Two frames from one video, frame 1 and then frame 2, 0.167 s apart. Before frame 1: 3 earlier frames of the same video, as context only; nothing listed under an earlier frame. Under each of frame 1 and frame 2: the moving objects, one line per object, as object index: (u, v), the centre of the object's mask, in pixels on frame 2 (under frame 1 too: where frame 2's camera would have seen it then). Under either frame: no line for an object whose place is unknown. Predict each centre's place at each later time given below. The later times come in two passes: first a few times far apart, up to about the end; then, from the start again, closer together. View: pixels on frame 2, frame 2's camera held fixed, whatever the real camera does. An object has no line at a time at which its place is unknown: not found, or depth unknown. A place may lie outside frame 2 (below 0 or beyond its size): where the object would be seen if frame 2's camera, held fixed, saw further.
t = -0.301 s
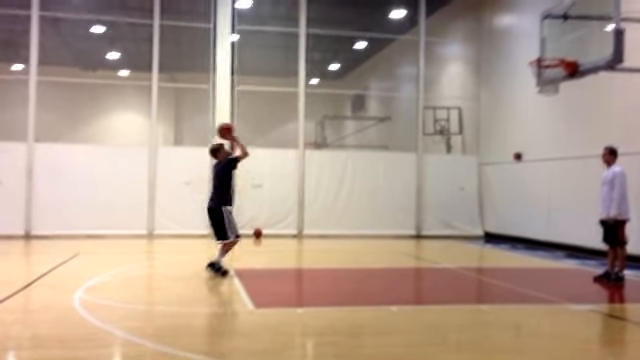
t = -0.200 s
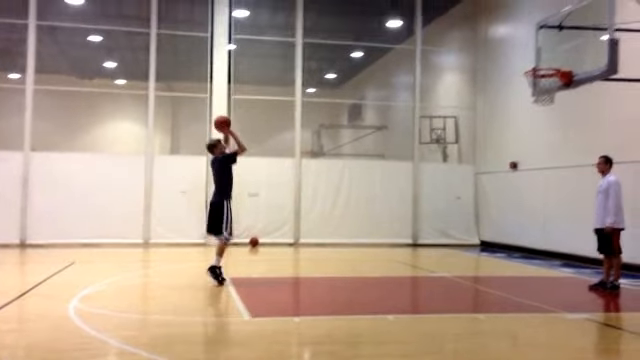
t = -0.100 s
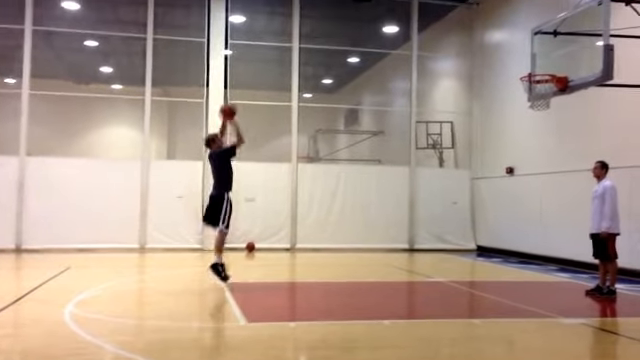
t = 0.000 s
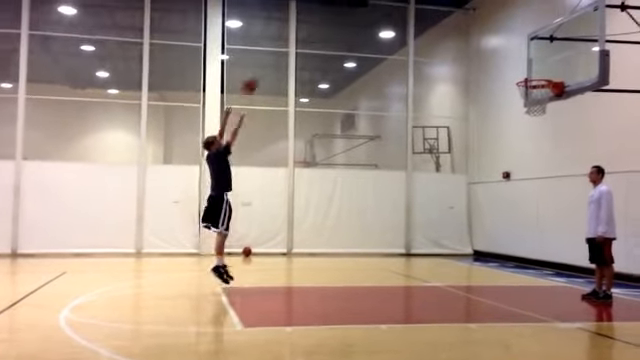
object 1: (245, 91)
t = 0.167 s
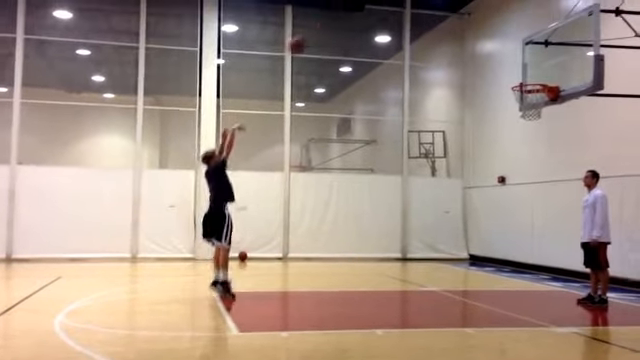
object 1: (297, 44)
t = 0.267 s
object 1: (326, 27)
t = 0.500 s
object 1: (397, 17)
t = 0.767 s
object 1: (478, 46)
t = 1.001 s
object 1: (543, 106)
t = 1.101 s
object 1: (543, 104)
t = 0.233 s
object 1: (317, 33)
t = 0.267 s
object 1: (326, 27)
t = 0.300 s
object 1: (335, 22)
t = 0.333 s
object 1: (345, 19)
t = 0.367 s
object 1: (355, 17)
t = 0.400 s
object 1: (365, 16)
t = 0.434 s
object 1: (373, 15)
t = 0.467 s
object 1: (383, 15)
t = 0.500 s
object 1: (397, 17)
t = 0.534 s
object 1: (405, 18)
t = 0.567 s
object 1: (415, 17)
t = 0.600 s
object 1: (421, 19)
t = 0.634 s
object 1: (436, 23)
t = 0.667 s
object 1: (449, 29)
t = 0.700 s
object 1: (456, 33)
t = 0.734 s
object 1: (468, 39)
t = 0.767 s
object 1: (478, 46)
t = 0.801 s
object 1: (488, 53)
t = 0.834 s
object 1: (497, 61)
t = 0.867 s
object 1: (506, 69)
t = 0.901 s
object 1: (516, 79)
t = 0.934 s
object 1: (528, 91)
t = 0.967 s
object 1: (538, 103)
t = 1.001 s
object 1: (543, 106)
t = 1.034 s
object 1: (544, 105)
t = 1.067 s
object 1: (544, 104)
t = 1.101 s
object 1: (543, 104)
